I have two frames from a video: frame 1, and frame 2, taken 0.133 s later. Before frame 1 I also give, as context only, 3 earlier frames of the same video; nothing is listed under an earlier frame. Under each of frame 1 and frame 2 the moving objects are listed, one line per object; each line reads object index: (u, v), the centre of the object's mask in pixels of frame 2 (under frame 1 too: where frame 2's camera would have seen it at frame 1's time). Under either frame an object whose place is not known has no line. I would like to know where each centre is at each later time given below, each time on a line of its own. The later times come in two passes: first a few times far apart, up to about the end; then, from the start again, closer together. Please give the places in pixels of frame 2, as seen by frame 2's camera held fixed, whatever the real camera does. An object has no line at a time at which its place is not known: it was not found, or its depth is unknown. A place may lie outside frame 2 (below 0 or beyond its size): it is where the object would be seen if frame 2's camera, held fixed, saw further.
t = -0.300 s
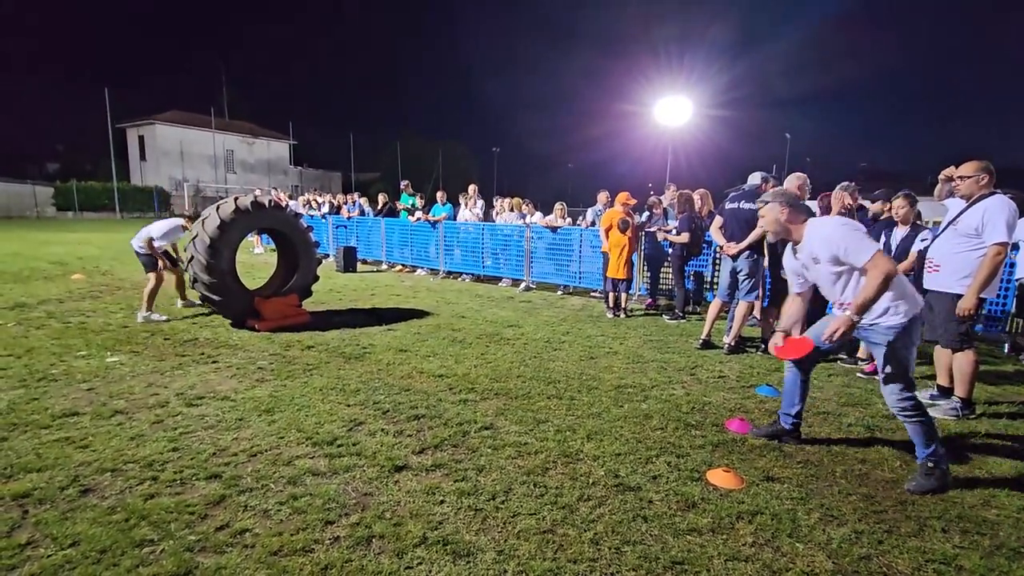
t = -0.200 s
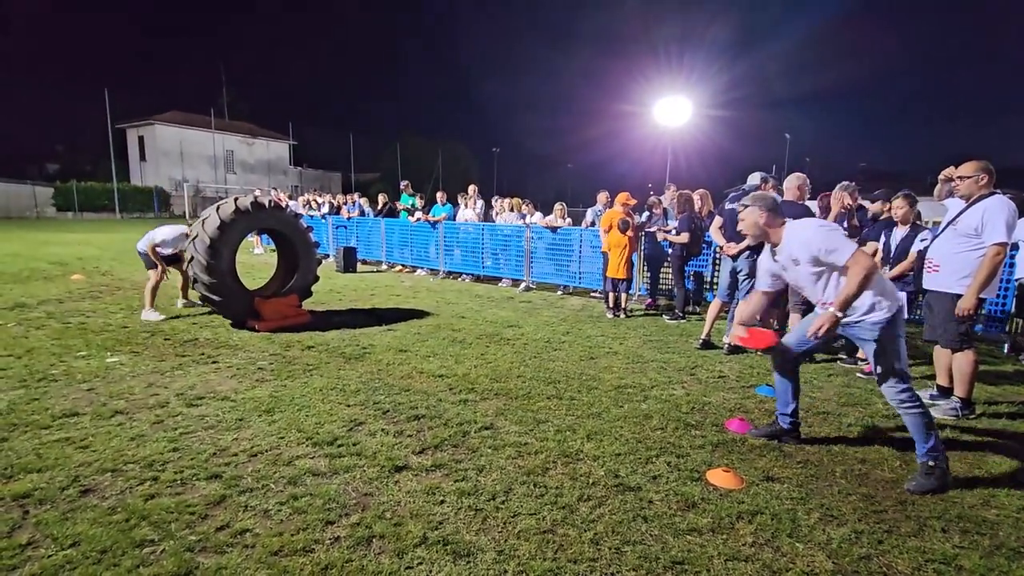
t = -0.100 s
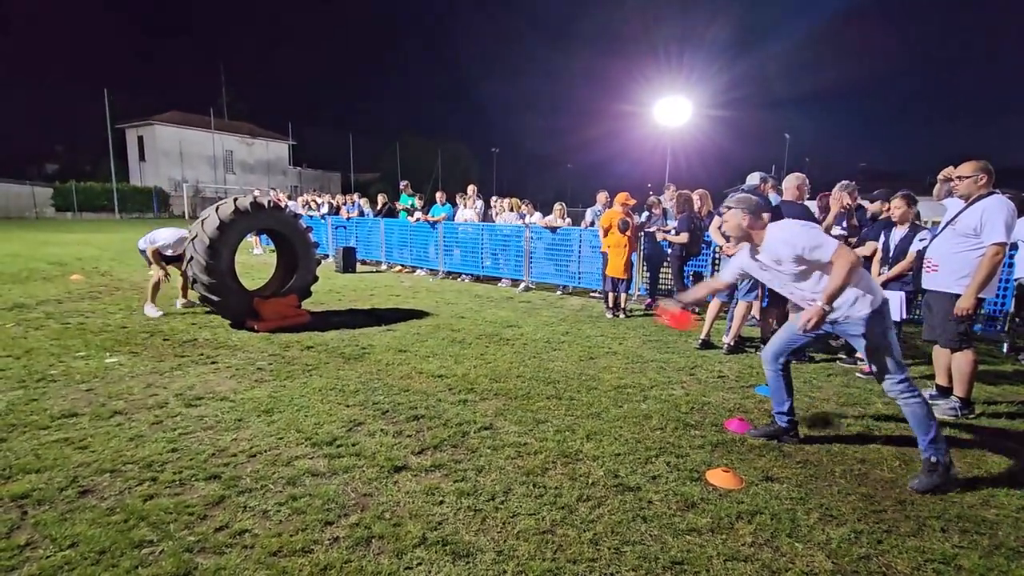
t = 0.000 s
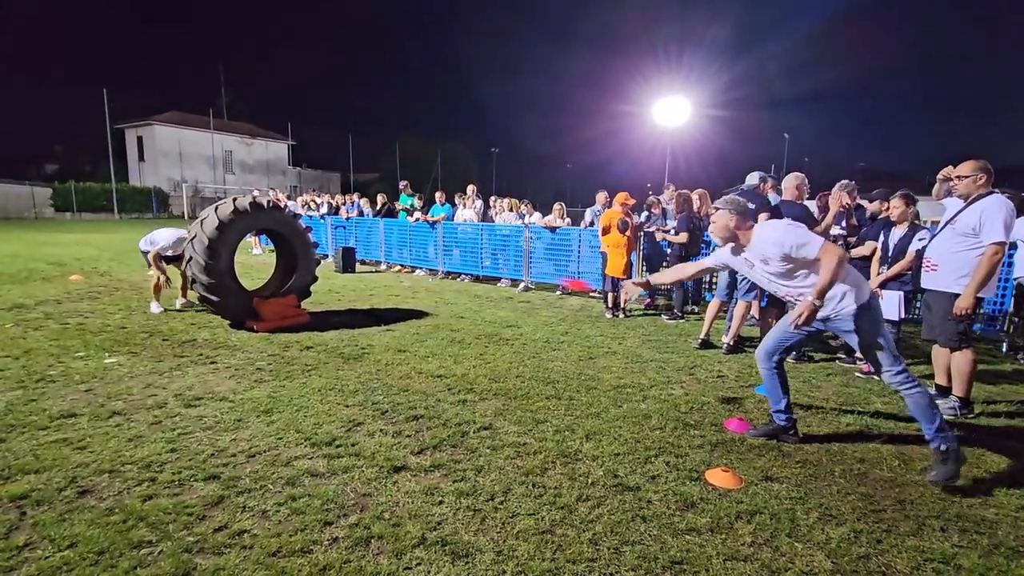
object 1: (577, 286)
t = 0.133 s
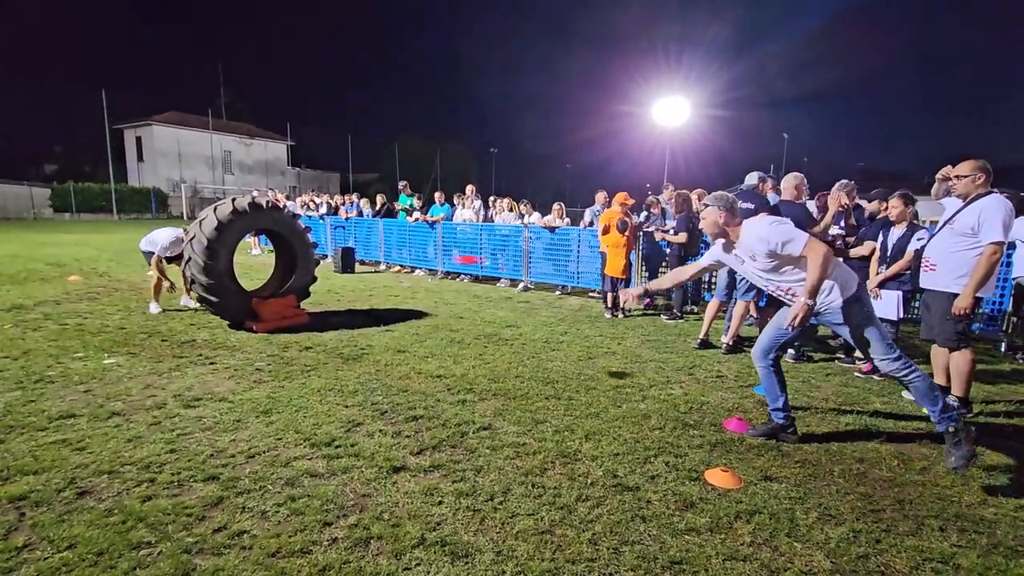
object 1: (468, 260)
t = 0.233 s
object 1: (403, 252)
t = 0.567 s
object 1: (240, 252)
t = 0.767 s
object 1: (234, 290)
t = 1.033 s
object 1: (233, 335)
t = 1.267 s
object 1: (229, 353)
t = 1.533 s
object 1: (229, 354)
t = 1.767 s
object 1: (229, 354)
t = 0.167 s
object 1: (444, 256)
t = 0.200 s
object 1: (423, 253)
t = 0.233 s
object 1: (403, 252)
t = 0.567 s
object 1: (240, 252)
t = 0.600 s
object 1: (230, 255)
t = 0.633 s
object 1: (230, 259)
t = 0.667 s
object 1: (231, 264)
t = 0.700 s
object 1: (232, 271)
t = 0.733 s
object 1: (234, 280)
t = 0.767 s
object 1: (234, 290)
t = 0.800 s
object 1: (235, 300)
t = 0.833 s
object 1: (235, 312)
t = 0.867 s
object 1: (234, 322)
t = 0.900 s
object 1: (235, 334)
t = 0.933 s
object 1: (235, 334)
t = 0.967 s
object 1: (234, 333)
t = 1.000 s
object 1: (233, 333)
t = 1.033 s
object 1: (233, 335)
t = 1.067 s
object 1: (233, 337)
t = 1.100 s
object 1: (231, 342)
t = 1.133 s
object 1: (231, 347)
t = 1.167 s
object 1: (230, 350)
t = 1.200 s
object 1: (230, 352)
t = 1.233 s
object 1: (229, 353)
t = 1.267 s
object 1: (229, 353)
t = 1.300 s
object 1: (229, 353)
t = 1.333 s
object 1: (229, 354)
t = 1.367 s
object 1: (229, 354)
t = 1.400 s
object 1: (229, 354)
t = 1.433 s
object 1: (229, 354)
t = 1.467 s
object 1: (229, 354)
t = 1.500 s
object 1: (229, 354)
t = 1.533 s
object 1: (229, 354)
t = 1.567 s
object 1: (229, 354)
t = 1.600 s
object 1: (229, 354)
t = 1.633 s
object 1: (229, 354)
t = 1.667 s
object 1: (229, 354)
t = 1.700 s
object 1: (229, 354)
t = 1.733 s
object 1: (229, 354)
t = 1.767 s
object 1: (229, 354)
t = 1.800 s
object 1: (229, 354)
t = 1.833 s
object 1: (229, 354)
